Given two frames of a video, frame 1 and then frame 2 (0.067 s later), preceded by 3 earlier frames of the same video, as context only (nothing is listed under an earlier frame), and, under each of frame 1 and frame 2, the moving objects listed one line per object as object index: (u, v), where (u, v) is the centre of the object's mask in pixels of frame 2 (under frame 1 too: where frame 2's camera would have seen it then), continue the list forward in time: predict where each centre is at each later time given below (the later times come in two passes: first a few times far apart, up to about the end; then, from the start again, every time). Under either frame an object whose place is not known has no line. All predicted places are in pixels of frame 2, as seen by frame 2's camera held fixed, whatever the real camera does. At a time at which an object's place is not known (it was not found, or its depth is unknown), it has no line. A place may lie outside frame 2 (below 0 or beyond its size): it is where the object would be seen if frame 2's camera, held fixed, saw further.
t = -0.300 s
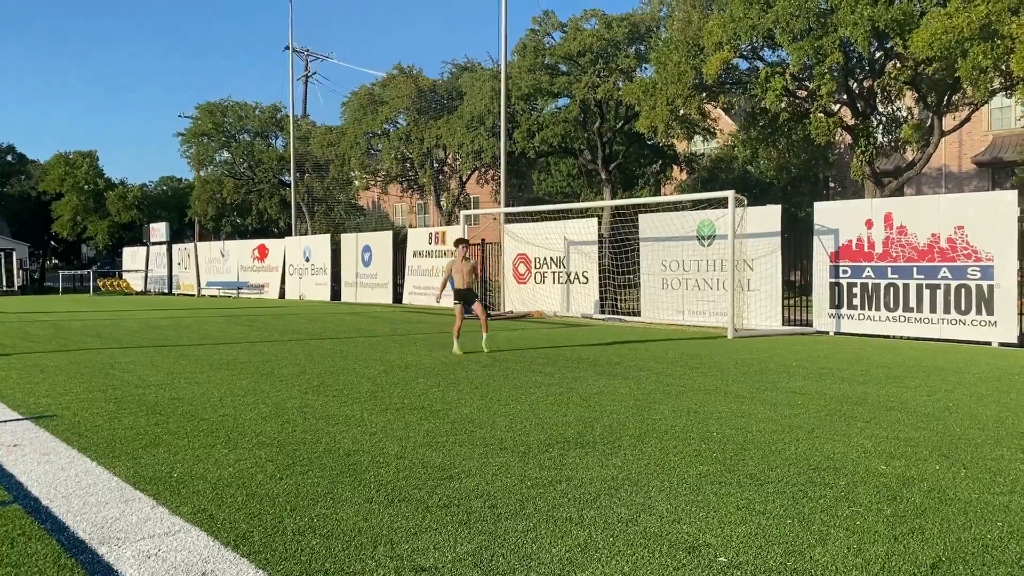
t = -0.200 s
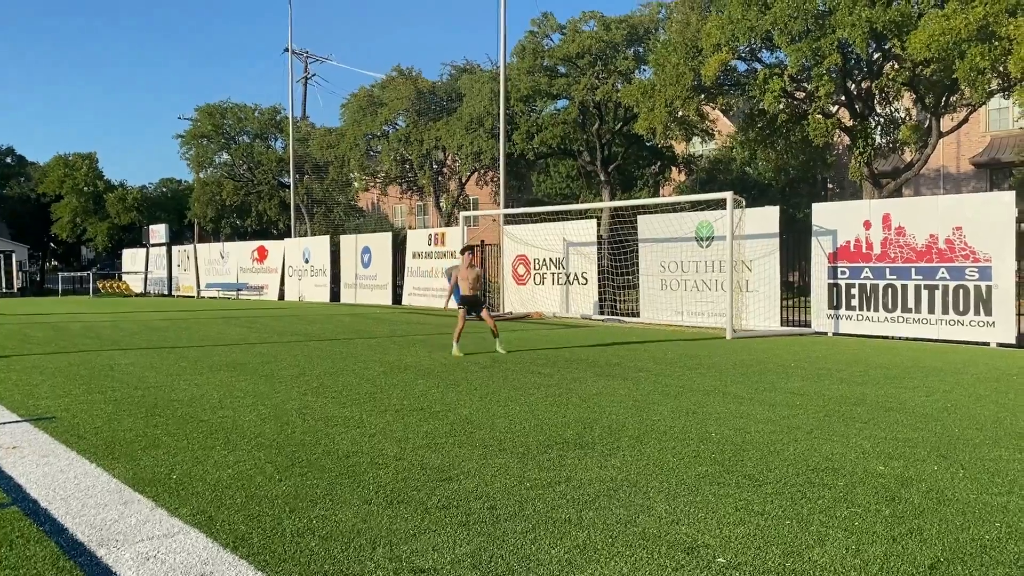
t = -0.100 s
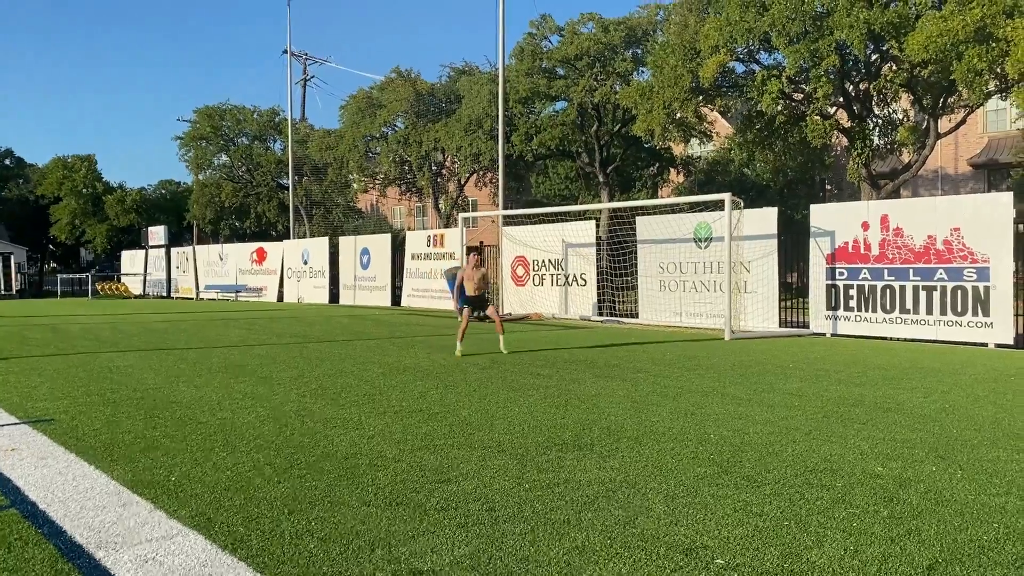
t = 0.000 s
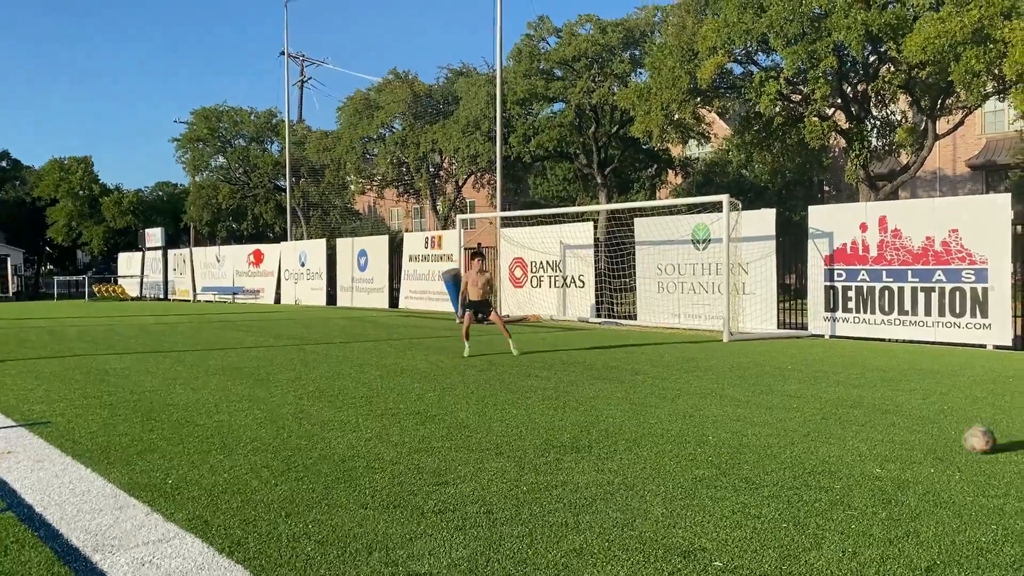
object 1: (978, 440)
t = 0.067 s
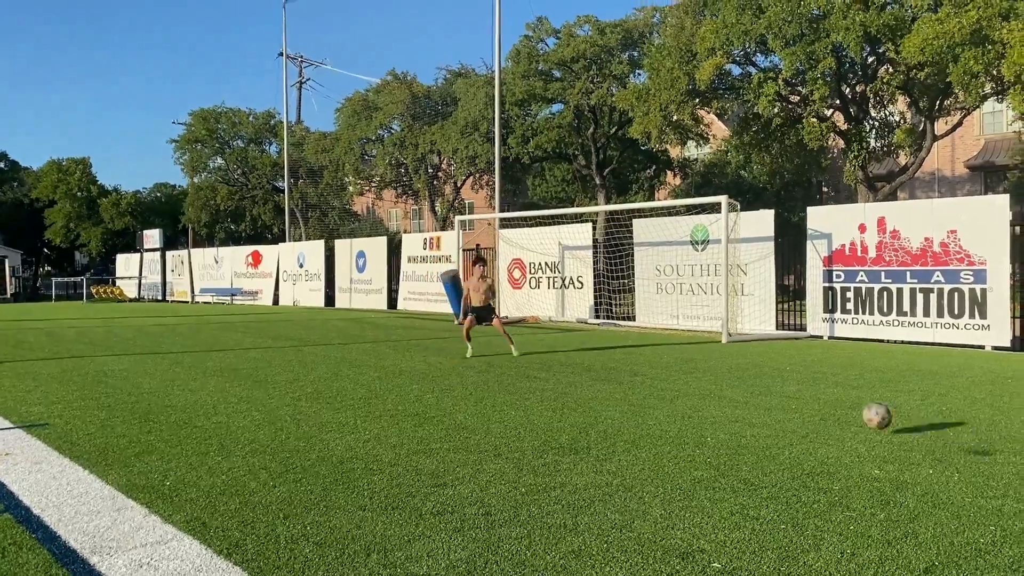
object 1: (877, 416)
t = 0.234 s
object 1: (698, 393)
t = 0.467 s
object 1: (557, 369)
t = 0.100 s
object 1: (834, 407)
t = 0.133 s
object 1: (795, 401)
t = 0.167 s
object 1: (760, 397)
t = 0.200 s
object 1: (727, 395)
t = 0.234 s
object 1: (698, 393)
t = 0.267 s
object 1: (673, 385)
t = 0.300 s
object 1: (651, 379)
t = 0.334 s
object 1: (629, 375)
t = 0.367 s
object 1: (609, 371)
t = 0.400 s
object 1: (590, 370)
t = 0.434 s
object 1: (573, 369)
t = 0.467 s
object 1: (557, 369)
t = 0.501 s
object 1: (543, 366)
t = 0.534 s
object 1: (529, 362)
